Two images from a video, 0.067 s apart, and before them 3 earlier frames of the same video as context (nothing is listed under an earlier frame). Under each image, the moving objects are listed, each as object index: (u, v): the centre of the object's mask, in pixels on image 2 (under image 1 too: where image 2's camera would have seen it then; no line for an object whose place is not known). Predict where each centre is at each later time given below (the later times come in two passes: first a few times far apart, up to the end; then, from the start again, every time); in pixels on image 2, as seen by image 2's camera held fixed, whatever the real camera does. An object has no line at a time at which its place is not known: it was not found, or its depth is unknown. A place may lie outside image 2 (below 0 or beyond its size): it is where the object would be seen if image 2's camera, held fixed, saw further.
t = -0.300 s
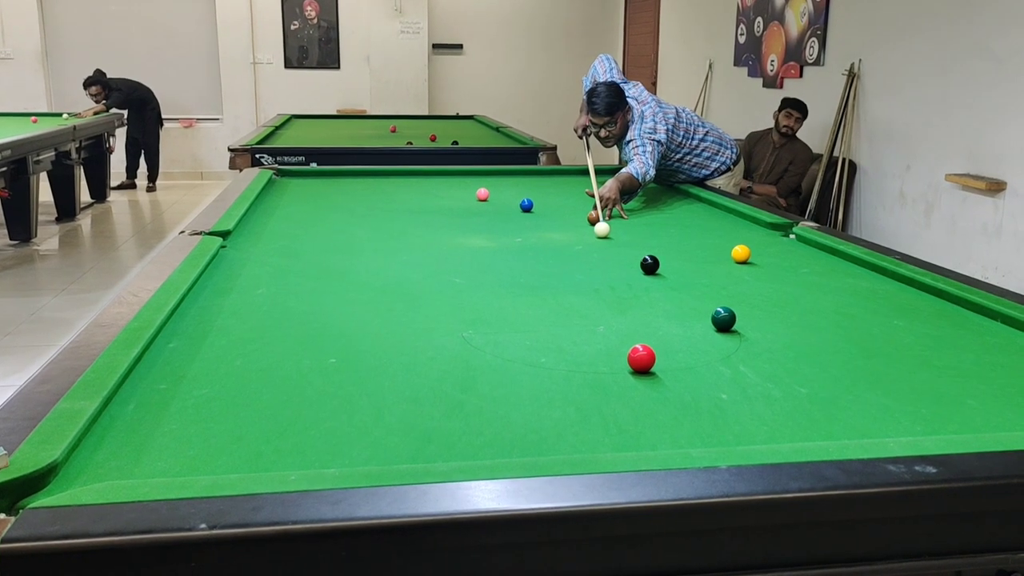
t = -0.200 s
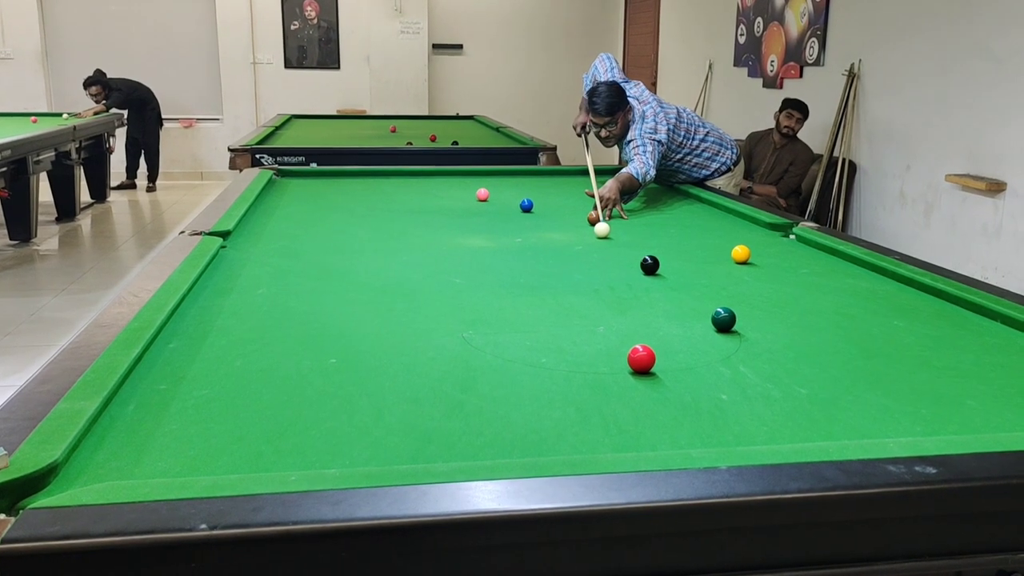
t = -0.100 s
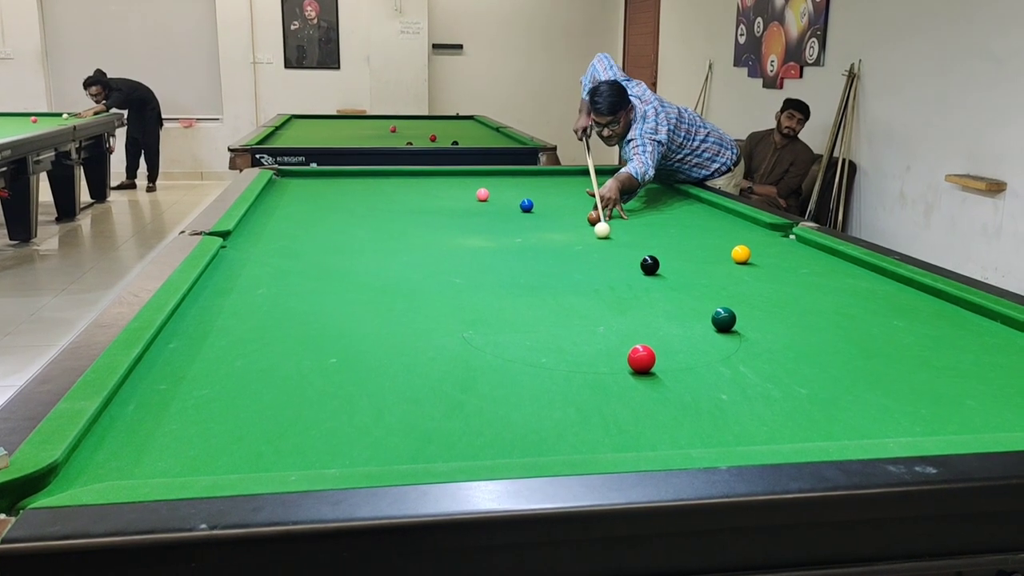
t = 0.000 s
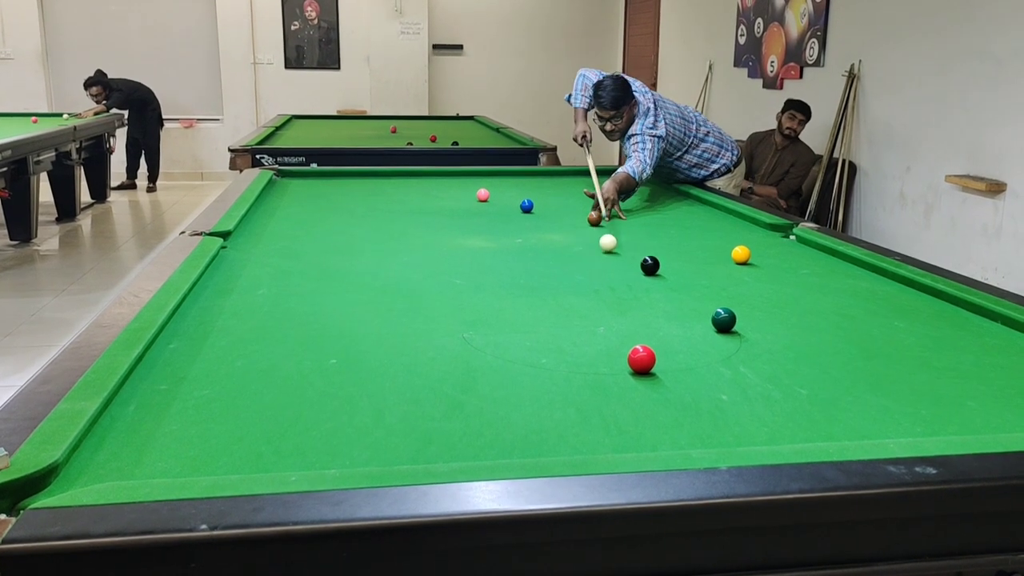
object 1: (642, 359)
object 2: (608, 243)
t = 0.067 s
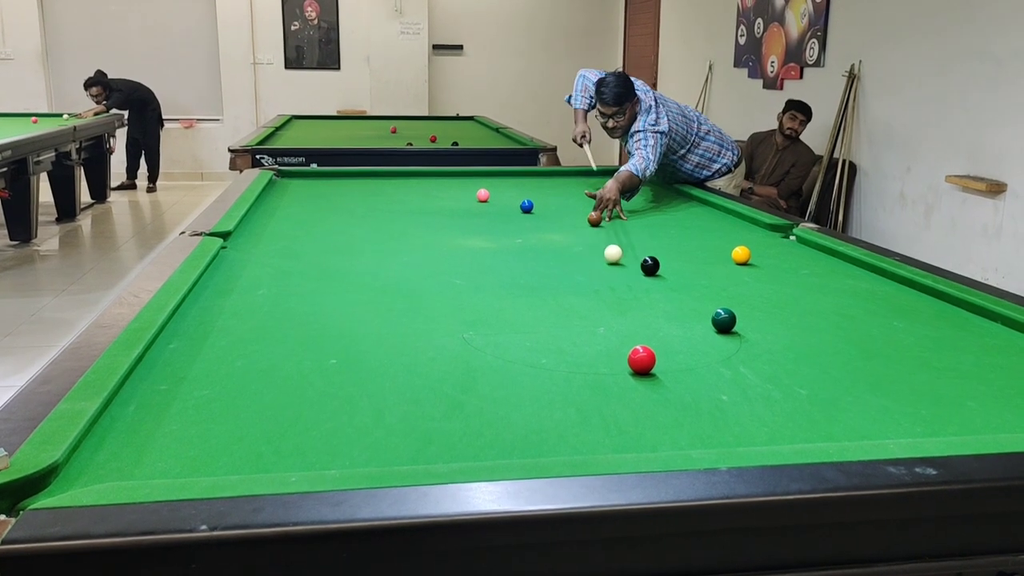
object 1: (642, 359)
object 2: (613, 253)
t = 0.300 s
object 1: (642, 359)
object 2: (636, 302)
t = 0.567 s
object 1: (585, 378)
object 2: (733, 377)
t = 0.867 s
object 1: (436, 429)
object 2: (887, 407)
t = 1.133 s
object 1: (282, 461)
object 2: (890, 352)
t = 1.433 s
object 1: (155, 445)
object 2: (891, 309)
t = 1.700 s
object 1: (140, 425)
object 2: (892, 282)
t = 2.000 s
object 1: (223, 403)
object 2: (829, 262)
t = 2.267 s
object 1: (284, 386)
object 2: (767, 249)
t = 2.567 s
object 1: (339, 370)
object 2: (709, 237)
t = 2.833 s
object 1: (381, 358)
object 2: (665, 227)
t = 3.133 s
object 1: (419, 348)
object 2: (622, 218)
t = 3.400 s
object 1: (446, 340)
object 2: (588, 210)
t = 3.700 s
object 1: (472, 333)
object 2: (557, 205)
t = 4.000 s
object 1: (492, 327)
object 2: (530, 197)
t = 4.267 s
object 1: (505, 324)
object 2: (507, 195)
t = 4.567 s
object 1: (516, 320)
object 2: (486, 188)
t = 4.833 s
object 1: (520, 318)
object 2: (468, 187)
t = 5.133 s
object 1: (523, 316)
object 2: (450, 183)
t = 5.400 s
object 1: (522, 316)
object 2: (437, 180)
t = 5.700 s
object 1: (522, 316)
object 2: (424, 178)
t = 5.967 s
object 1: (522, 316)
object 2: (413, 176)
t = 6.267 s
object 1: (522, 316)
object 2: (403, 174)
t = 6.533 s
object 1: (522, 316)
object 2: (395, 172)
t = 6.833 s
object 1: (522, 316)
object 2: (389, 172)
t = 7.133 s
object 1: (522, 316)
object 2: (385, 173)
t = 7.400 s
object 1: (522, 316)
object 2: (382, 174)
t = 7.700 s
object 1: (522, 316)
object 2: (380, 174)
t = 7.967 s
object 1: (522, 316)
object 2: (380, 174)
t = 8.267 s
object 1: (522, 316)
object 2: (380, 174)
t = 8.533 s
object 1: (522, 316)
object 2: (379, 175)
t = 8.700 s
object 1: (522, 316)
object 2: (380, 175)
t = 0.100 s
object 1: (642, 359)
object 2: (616, 259)
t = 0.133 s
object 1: (642, 359)
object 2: (618, 265)
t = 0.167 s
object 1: (642, 359)
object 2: (621, 272)
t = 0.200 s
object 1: (642, 359)
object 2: (624, 279)
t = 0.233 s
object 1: (642, 359)
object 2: (628, 286)
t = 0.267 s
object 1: (642, 359)
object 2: (632, 294)
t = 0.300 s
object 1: (642, 359)
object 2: (636, 302)
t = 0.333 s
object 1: (642, 359)
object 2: (640, 312)
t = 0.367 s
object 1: (642, 360)
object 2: (644, 321)
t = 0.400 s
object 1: (642, 359)
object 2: (649, 331)
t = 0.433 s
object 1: (641, 360)
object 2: (655, 341)
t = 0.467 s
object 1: (638, 361)
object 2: (663, 353)
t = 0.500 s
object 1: (620, 366)
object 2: (686, 361)
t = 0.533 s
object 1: (603, 372)
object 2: (709, 369)
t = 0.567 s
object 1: (585, 378)
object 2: (733, 377)
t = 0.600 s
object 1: (568, 384)
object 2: (757, 386)
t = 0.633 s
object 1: (552, 390)
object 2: (782, 396)
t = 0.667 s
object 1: (536, 395)
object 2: (809, 407)
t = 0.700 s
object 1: (521, 401)
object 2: (837, 419)
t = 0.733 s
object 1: (505, 406)
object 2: (866, 428)
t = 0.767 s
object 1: (489, 411)
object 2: (891, 432)
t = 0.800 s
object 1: (472, 417)
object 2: (889, 425)
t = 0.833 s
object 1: (454, 423)
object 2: (888, 417)
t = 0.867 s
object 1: (436, 429)
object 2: (887, 407)
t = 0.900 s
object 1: (417, 436)
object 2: (887, 399)
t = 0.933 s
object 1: (398, 442)
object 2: (888, 392)
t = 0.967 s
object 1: (378, 448)
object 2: (888, 384)
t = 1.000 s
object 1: (357, 454)
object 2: (888, 377)
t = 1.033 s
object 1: (337, 458)
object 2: (889, 371)
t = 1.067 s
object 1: (315, 462)
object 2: (889, 364)
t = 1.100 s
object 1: (297, 463)
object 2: (890, 358)
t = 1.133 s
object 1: (282, 461)
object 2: (890, 352)
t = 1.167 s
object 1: (267, 460)
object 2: (890, 347)
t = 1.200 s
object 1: (252, 459)
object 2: (890, 341)
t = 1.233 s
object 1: (237, 458)
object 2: (890, 336)
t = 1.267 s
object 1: (223, 456)
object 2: (890, 331)
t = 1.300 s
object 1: (209, 455)
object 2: (891, 327)
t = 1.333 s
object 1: (195, 452)
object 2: (891, 322)
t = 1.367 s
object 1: (181, 450)
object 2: (891, 317)
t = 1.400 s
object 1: (168, 447)
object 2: (892, 313)
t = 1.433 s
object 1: (155, 445)
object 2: (891, 309)
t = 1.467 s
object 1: (142, 443)
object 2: (891, 305)
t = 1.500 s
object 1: (129, 441)
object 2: (892, 302)
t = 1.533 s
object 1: (116, 439)
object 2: (892, 298)
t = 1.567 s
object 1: (104, 437)
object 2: (892, 295)
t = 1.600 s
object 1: (107, 434)
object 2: (892, 292)
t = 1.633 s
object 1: (119, 431)
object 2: (892, 288)
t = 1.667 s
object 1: (130, 428)
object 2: (892, 285)
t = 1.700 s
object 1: (140, 425)
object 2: (892, 282)
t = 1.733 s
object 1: (150, 423)
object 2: (892, 279)
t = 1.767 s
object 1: (160, 420)
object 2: (892, 276)
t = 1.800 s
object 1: (170, 417)
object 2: (883, 274)
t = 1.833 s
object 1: (179, 415)
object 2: (873, 272)
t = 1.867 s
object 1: (189, 412)
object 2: (864, 270)
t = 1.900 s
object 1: (198, 410)
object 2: (855, 268)
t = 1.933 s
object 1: (206, 407)
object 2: (846, 266)
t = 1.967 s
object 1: (215, 405)
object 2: (837, 264)
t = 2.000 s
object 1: (223, 403)
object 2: (829, 262)
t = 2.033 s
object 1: (231, 400)
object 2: (820, 260)
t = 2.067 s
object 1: (239, 398)
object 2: (812, 259)
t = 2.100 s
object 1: (247, 396)
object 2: (804, 257)
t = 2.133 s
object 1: (255, 394)
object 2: (796, 256)
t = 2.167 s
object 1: (262, 392)
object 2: (789, 254)
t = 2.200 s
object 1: (270, 390)
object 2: (782, 252)
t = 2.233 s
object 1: (277, 388)
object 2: (774, 251)
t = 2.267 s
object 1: (284, 386)
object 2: (767, 249)
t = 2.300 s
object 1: (290, 384)
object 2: (760, 248)
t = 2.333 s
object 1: (297, 382)
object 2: (754, 246)
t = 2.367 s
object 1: (304, 380)
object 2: (747, 243)
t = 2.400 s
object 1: (310, 378)
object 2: (740, 242)
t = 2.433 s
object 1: (316, 377)
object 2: (733, 241)
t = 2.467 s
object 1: (322, 375)
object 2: (727, 241)
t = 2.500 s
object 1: (328, 373)
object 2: (721, 240)
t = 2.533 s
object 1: (334, 372)
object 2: (715, 238)
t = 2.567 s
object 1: (339, 370)
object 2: (709, 237)
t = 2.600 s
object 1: (345, 369)
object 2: (703, 236)
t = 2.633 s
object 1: (350, 367)
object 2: (697, 234)
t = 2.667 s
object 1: (356, 365)
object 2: (692, 233)
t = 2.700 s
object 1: (361, 364)
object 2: (686, 232)
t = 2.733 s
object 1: (366, 362)
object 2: (681, 231)
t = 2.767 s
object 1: (371, 361)
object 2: (675, 230)
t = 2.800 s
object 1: (375, 360)
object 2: (670, 228)
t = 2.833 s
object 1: (381, 358)
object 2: (665, 227)
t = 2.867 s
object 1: (385, 357)
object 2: (660, 226)
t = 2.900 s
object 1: (390, 356)
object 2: (655, 226)
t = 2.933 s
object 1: (394, 355)
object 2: (650, 225)
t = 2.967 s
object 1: (398, 354)
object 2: (645, 223)
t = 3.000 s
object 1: (403, 352)
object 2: (640, 222)
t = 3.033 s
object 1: (407, 351)
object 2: (636, 221)
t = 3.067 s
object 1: (411, 350)
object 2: (631, 220)
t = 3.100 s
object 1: (415, 349)
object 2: (627, 219)
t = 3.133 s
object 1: (419, 348)
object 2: (622, 218)
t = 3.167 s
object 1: (422, 347)
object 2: (618, 218)
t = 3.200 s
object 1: (426, 346)
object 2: (613, 217)
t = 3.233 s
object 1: (429, 345)
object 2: (609, 216)
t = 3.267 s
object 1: (433, 344)
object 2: (606, 214)
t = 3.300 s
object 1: (436, 343)
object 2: (603, 213)
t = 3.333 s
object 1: (440, 342)
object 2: (598, 210)
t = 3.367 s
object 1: (443, 341)
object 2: (593, 210)
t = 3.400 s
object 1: (446, 340)
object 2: (588, 210)
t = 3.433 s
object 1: (450, 339)
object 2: (585, 211)
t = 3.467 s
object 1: (453, 339)
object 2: (582, 210)
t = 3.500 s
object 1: (456, 338)
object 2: (578, 210)
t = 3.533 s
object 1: (459, 337)
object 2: (575, 209)
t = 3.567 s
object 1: (462, 336)
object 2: (571, 208)
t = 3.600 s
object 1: (464, 336)
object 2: (568, 207)
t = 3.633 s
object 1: (467, 335)
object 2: (564, 206)
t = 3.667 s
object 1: (470, 334)
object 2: (561, 206)
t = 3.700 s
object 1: (472, 333)
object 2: (557, 205)
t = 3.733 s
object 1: (474, 332)
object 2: (554, 205)
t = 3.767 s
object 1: (477, 332)
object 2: (551, 204)
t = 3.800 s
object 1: (479, 331)
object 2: (548, 203)
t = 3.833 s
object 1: (482, 331)
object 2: (545, 202)
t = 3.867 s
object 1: (484, 330)
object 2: (542, 202)
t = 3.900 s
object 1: (486, 329)
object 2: (539, 201)
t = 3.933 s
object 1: (488, 329)
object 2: (536, 200)
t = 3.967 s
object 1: (490, 328)
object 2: (533, 199)
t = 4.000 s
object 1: (492, 327)
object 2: (530, 197)
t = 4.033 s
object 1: (494, 327)
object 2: (526, 196)
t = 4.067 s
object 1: (496, 326)
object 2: (523, 196)
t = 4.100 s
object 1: (498, 326)
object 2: (520, 197)
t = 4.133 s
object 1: (499, 325)
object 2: (517, 197)
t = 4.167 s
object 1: (501, 325)
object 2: (515, 197)
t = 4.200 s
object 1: (502, 324)
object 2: (512, 196)
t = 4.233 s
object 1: (504, 324)
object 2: (510, 195)
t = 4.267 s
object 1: (505, 324)
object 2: (507, 195)
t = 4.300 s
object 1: (507, 323)
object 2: (504, 194)
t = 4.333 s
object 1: (508, 323)
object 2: (502, 194)
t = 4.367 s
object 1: (510, 322)
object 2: (500, 193)
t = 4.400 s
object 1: (511, 322)
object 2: (497, 193)
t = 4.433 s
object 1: (512, 322)
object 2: (495, 192)
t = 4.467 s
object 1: (513, 321)
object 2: (493, 192)
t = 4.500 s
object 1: (514, 321)
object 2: (491, 191)
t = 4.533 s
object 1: (515, 321)
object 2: (489, 190)
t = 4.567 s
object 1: (516, 320)
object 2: (486, 188)
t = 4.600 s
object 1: (517, 320)
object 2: (482, 187)
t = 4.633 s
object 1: (517, 320)
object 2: (480, 187)
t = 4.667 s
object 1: (518, 319)
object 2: (478, 188)
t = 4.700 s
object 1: (518, 319)
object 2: (475, 187)
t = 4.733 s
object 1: (519, 319)
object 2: (473, 188)
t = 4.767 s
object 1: (519, 318)
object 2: (472, 188)
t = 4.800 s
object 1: (520, 318)
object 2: (470, 187)
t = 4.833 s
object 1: (520, 318)
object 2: (468, 187)
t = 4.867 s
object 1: (521, 317)
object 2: (466, 186)
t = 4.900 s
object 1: (521, 317)
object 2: (464, 186)
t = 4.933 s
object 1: (522, 317)
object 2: (462, 186)
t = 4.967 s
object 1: (522, 317)
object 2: (460, 185)
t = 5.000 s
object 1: (523, 317)
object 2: (458, 185)
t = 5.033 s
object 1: (523, 317)
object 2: (456, 184)
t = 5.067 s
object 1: (523, 317)
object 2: (454, 184)
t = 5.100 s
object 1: (523, 317)
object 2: (452, 184)
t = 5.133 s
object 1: (523, 316)
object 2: (450, 183)
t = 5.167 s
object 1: (523, 317)
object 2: (449, 183)
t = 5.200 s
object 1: (523, 316)
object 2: (447, 182)
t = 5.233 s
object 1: (523, 316)
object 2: (445, 182)
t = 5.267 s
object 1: (523, 316)
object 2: (444, 182)
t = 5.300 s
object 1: (522, 316)
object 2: (442, 182)
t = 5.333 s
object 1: (522, 316)
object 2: (440, 181)
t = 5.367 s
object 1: (522, 316)
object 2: (439, 181)
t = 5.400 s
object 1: (522, 316)
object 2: (437, 180)
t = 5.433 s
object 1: (522, 316)
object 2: (436, 180)
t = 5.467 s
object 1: (522, 316)
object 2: (434, 180)
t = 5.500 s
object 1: (522, 316)
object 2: (432, 179)
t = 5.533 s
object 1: (522, 316)
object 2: (431, 179)
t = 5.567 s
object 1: (522, 316)
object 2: (430, 179)
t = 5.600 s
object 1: (522, 316)
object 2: (428, 179)
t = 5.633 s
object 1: (522, 316)
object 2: (426, 179)
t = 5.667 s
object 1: (522, 316)
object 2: (425, 178)
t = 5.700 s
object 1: (522, 316)
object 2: (424, 178)
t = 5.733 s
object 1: (522, 316)
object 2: (422, 177)
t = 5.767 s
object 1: (522, 316)
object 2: (421, 177)
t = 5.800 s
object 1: (522, 316)
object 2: (419, 177)
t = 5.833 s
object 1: (522, 316)
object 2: (418, 177)
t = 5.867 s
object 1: (522, 316)
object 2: (417, 176)
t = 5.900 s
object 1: (522, 316)
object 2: (416, 176)
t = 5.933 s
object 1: (522, 316)
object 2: (414, 176)
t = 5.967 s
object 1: (522, 316)
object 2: (413, 176)
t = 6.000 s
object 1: (522, 316)
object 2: (412, 175)
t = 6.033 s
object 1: (522, 316)
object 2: (411, 175)
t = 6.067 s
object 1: (522, 316)
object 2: (409, 175)
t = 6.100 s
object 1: (522, 316)
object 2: (408, 175)
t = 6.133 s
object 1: (522, 316)
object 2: (407, 175)
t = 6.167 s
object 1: (522, 316)
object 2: (406, 174)
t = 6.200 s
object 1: (522, 316)
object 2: (405, 174)
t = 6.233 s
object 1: (522, 316)
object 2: (404, 174)
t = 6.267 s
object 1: (522, 316)
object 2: (403, 174)
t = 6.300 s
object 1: (522, 316)
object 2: (402, 174)
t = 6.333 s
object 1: (522, 316)
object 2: (400, 173)
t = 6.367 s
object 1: (522, 316)
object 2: (400, 173)
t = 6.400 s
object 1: (522, 316)
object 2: (399, 173)
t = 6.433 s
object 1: (522, 316)
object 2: (398, 173)
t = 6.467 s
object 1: (522, 316)
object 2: (397, 173)
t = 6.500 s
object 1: (522, 316)
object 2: (396, 172)
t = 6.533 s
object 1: (522, 316)
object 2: (395, 172)
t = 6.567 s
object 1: (522, 316)
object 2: (394, 172)
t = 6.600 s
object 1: (522, 316)
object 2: (393, 172)
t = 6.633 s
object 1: (522, 316)
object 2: (392, 172)
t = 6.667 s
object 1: (522, 316)
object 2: (392, 172)
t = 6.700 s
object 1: (522, 316)
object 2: (391, 172)
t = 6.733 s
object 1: (522, 316)
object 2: (390, 172)
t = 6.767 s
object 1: (522, 316)
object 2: (390, 172)
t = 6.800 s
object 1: (522, 316)
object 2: (389, 172)
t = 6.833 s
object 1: (522, 316)
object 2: (389, 172)
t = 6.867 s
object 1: (522, 316)
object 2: (388, 173)
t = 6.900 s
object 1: (522, 316)
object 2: (388, 173)
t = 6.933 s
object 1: (522, 316)
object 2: (387, 173)
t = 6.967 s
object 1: (522, 316)
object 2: (387, 173)
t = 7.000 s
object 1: (522, 316)
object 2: (387, 173)
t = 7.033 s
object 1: (522, 316)
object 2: (386, 173)
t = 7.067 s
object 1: (522, 316)
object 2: (386, 173)
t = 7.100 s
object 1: (522, 316)
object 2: (386, 173)
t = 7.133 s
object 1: (522, 316)
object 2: (385, 173)
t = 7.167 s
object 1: (522, 316)
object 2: (384, 173)
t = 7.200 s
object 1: (522, 316)
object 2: (384, 173)
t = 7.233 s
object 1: (522, 316)
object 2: (384, 173)
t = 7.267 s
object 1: (522, 316)
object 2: (383, 174)
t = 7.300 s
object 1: (522, 316)
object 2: (383, 174)
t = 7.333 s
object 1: (522, 316)
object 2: (382, 174)
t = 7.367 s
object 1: (522, 316)
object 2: (382, 174)
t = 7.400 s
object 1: (522, 316)
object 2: (382, 174)
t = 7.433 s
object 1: (522, 316)
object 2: (382, 174)
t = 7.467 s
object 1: (522, 316)
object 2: (381, 174)
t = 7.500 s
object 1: (522, 316)
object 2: (381, 174)
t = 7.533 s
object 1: (522, 316)
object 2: (381, 174)
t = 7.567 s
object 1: (522, 316)
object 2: (381, 174)
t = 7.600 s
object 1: (522, 316)
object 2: (380, 174)
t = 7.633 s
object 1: (522, 316)
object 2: (380, 174)
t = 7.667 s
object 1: (522, 316)
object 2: (380, 174)
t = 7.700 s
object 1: (522, 316)
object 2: (380, 174)
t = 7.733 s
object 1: (522, 316)
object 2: (380, 174)
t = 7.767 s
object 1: (522, 316)
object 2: (380, 174)
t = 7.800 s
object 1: (522, 316)
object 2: (380, 175)
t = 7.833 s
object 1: (522, 316)
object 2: (380, 175)
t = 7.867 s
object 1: (522, 316)
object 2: (380, 174)
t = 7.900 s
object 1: (522, 316)
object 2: (380, 175)
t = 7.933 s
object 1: (522, 316)
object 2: (380, 175)
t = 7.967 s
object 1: (522, 316)
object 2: (380, 174)
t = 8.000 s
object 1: (522, 316)
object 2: (380, 174)
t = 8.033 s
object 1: (522, 316)
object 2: (379, 175)
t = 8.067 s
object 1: (522, 316)
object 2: (380, 175)
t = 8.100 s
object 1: (522, 316)
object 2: (379, 175)
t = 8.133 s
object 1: (522, 316)
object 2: (379, 174)
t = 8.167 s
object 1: (522, 316)
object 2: (379, 175)
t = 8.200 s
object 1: (522, 316)
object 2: (379, 175)
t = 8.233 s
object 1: (522, 316)
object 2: (380, 175)
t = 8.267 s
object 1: (522, 316)
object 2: (380, 174)
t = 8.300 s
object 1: (522, 316)
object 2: (379, 175)
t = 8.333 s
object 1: (522, 316)
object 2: (380, 174)
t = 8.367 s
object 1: (522, 316)
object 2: (380, 175)
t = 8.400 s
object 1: (522, 316)
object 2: (380, 175)
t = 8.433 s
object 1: (522, 316)
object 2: (380, 174)
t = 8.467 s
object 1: (522, 316)
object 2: (380, 175)
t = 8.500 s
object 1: (522, 316)
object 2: (379, 174)
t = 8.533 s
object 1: (522, 316)
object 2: (379, 175)
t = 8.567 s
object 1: (522, 316)
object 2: (380, 174)
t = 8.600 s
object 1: (522, 316)
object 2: (379, 175)
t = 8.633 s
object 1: (522, 316)
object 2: (379, 175)
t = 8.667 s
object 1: (522, 316)
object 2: (380, 174)
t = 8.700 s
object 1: (522, 316)
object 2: (380, 175)
